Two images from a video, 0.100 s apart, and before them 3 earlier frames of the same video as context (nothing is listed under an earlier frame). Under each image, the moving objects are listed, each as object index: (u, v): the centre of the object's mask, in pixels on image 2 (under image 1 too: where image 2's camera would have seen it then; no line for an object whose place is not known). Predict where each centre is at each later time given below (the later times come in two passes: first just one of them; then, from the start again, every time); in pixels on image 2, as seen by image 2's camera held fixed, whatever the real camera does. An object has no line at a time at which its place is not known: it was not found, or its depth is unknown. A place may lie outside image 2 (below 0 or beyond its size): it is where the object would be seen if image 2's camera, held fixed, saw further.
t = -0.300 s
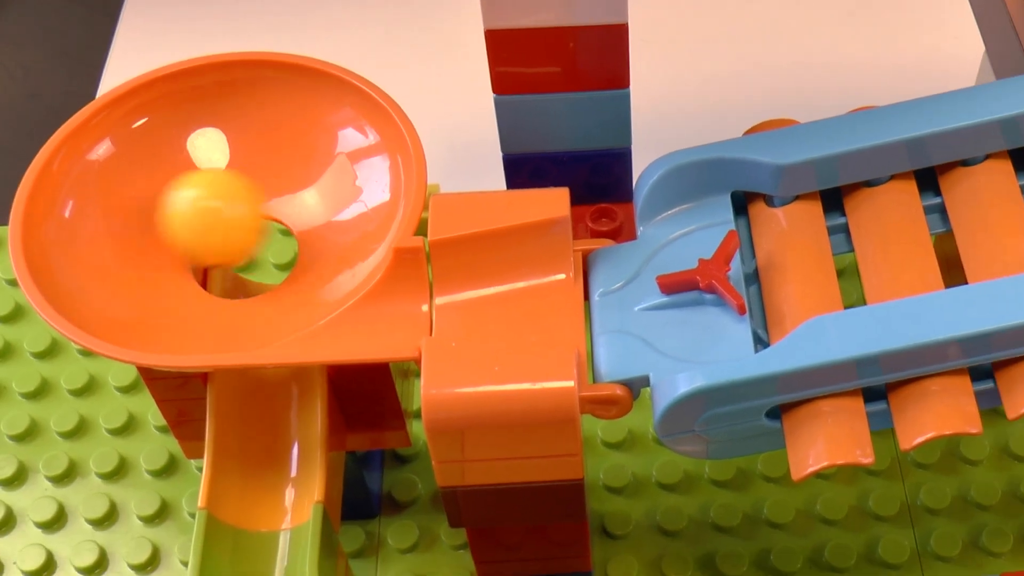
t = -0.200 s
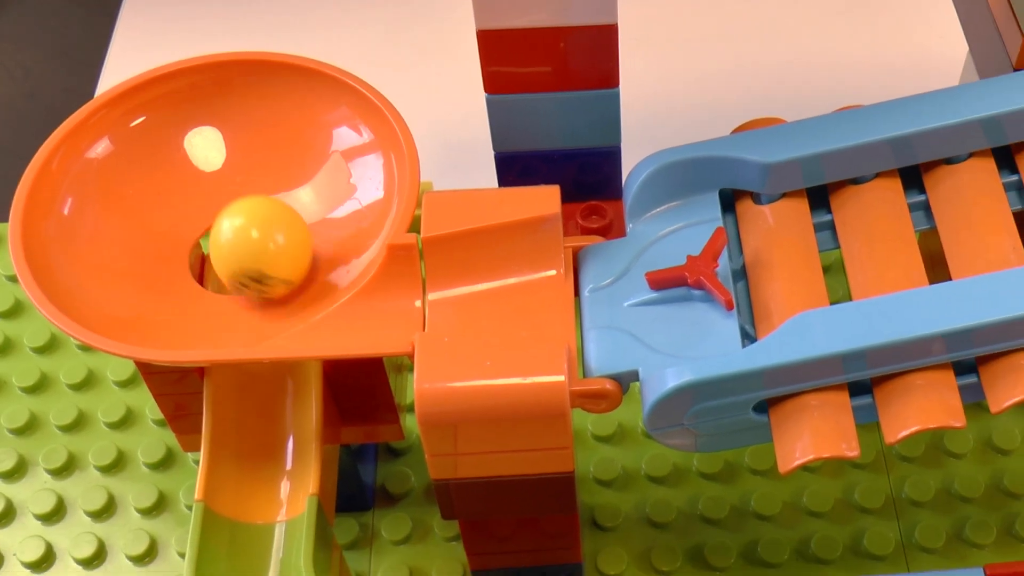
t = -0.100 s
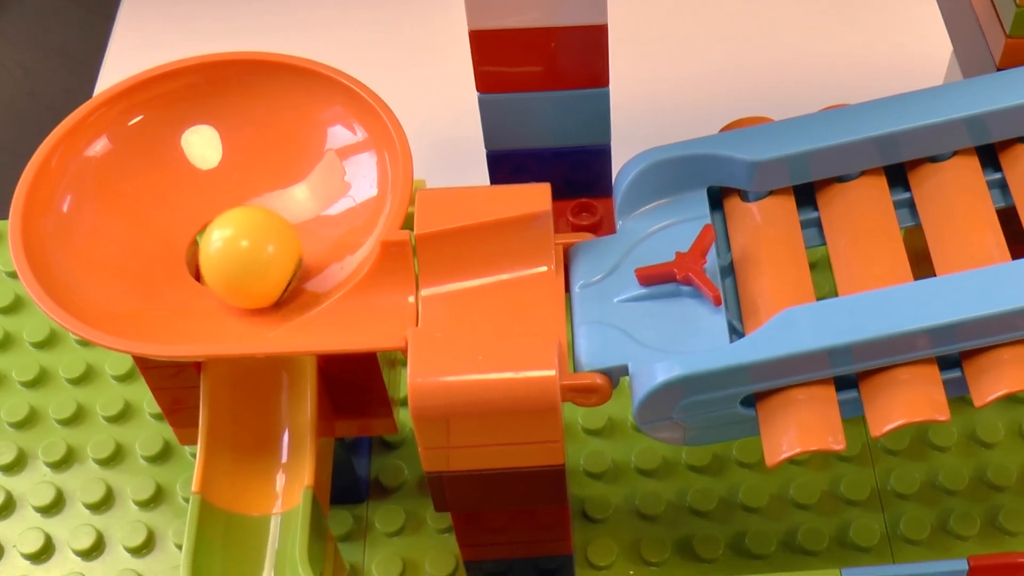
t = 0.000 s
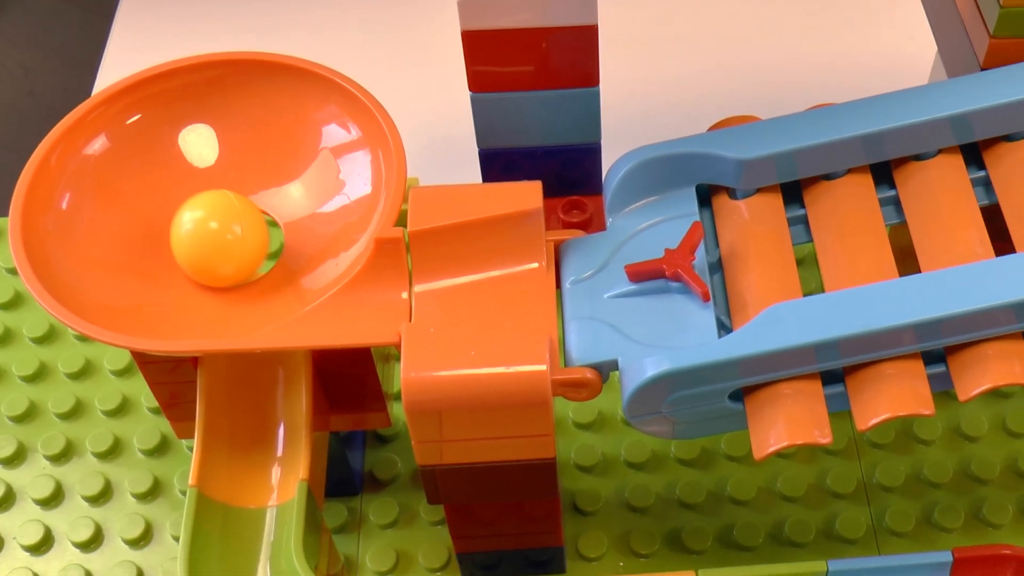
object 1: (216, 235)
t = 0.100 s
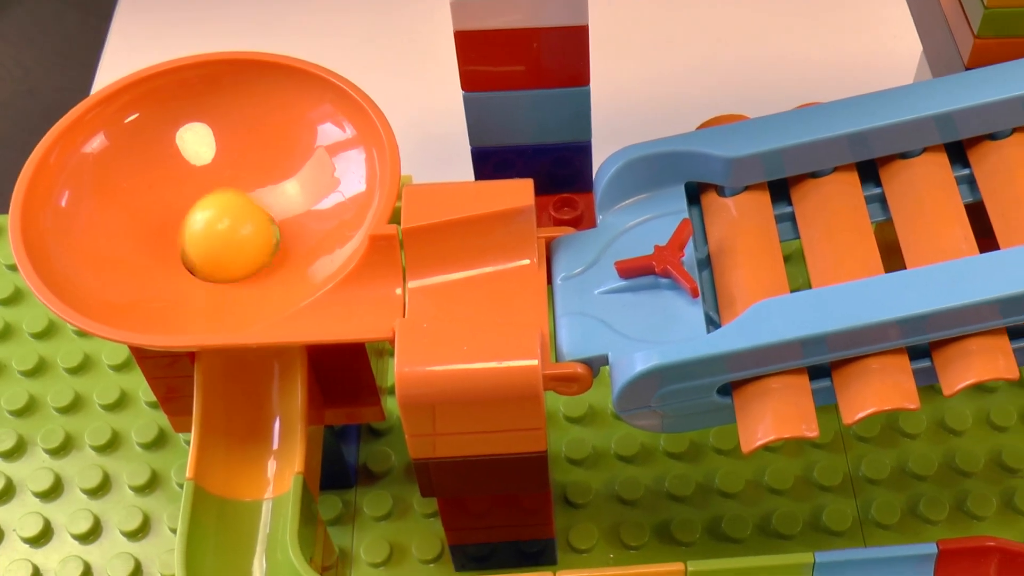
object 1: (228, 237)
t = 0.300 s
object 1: (235, 273)
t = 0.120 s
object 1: (222, 236)
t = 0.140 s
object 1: (229, 236)
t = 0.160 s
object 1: (226, 242)
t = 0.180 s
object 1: (229, 244)
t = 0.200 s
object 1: (234, 253)
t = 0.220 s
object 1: (232, 256)
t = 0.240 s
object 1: (229, 254)
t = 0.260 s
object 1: (227, 257)
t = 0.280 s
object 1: (227, 262)
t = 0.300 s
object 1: (235, 273)
